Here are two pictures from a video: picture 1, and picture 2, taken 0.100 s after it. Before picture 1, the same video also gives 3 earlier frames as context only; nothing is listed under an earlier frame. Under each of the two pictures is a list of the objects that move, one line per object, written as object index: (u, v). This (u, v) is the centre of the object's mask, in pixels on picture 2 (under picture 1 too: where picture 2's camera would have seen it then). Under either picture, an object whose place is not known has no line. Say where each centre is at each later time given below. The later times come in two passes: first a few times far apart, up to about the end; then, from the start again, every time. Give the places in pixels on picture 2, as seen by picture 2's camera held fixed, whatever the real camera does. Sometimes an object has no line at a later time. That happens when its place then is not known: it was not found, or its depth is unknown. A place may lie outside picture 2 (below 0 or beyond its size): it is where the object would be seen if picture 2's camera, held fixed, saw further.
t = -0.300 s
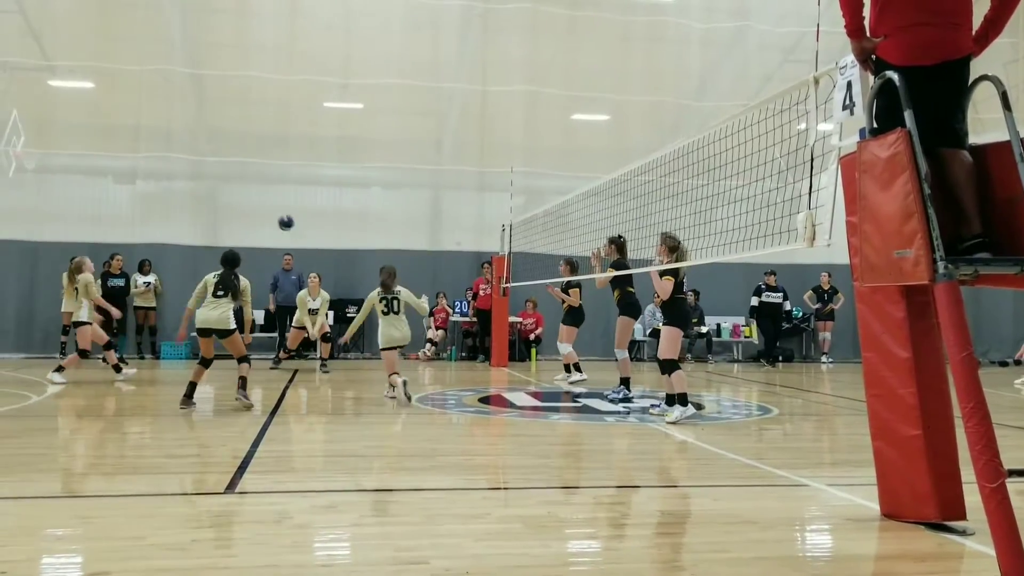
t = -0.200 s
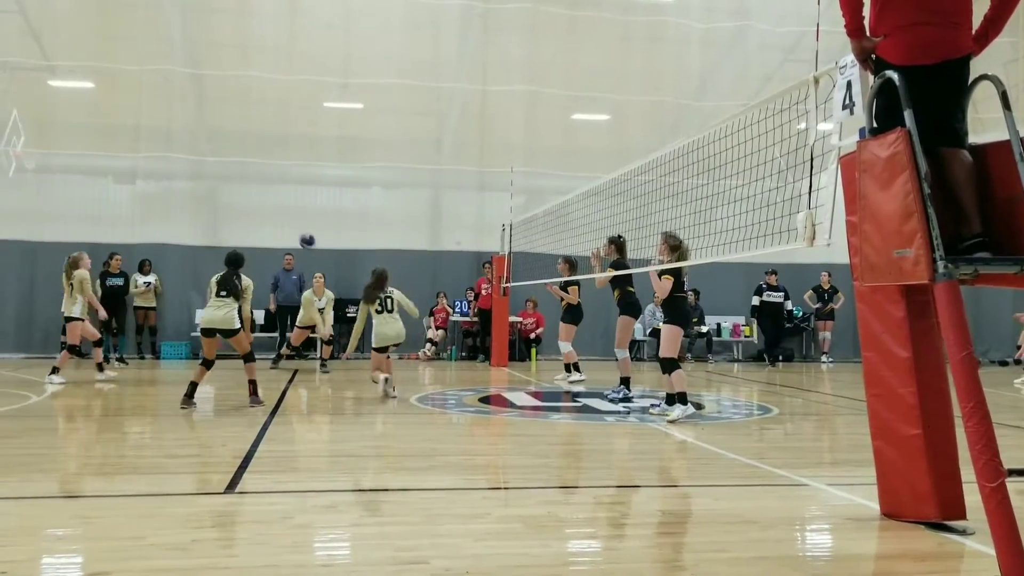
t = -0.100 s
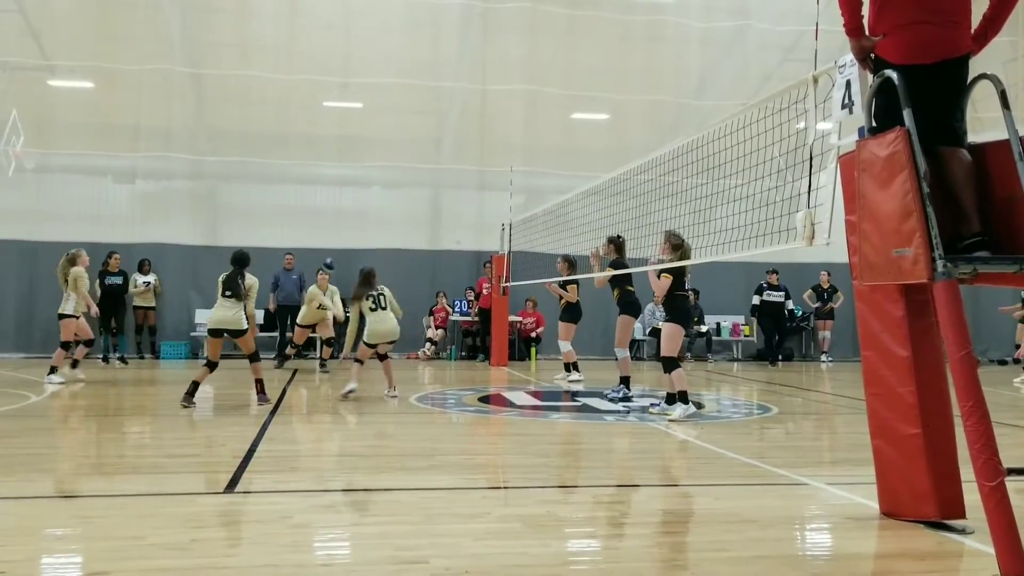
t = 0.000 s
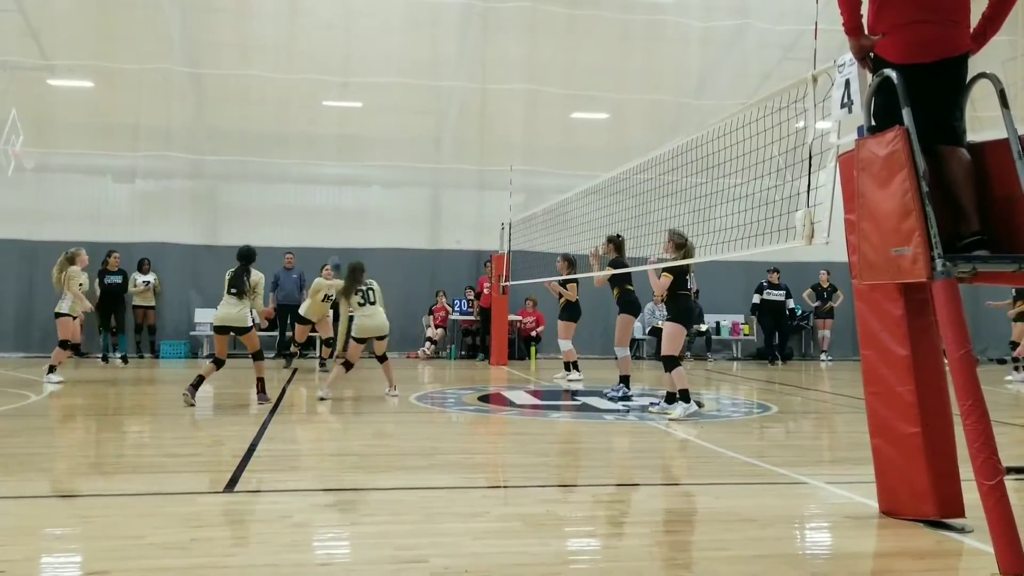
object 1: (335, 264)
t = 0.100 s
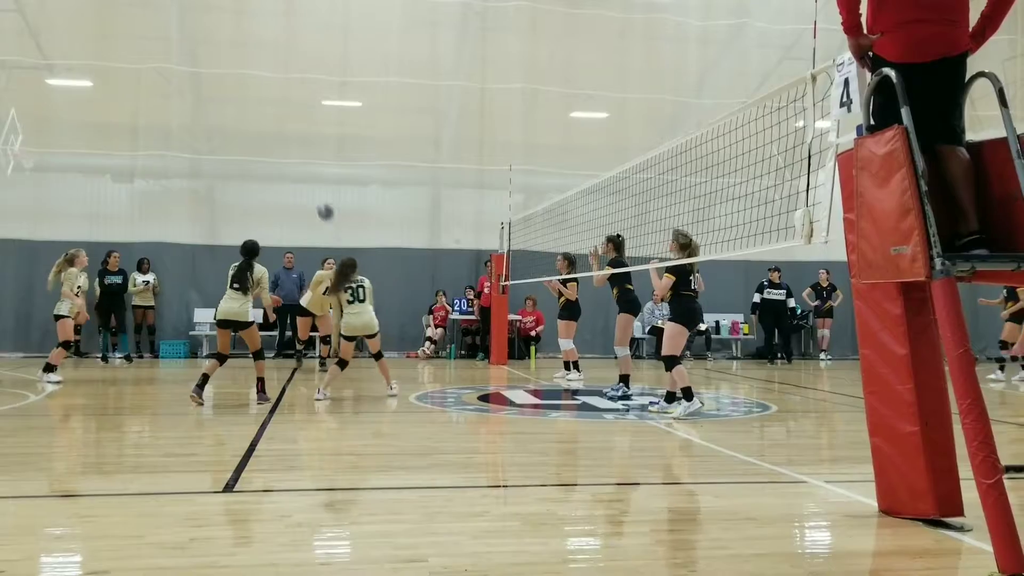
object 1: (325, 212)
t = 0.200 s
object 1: (315, 167)
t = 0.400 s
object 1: (292, 95)
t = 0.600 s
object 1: (269, 51)
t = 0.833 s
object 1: (239, 39)
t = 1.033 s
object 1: (212, 68)
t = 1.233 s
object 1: (183, 133)
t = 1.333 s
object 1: (169, 182)
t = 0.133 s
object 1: (322, 196)
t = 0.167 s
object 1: (318, 181)
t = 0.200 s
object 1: (315, 167)
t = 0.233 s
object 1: (311, 153)
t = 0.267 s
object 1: (307, 140)
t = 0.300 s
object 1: (304, 127)
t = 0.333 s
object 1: (300, 116)
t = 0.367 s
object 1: (296, 105)
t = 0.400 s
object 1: (292, 95)
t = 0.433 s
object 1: (288, 86)
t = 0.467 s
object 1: (284, 77)
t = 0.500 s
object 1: (281, 69)
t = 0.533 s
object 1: (277, 62)
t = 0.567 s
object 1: (273, 56)
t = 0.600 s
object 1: (269, 51)
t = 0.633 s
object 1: (265, 47)
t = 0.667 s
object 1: (261, 43)
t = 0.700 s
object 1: (257, 40)
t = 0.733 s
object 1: (252, 39)
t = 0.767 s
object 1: (248, 38)
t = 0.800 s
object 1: (244, 38)
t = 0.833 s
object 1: (239, 39)
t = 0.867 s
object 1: (235, 41)
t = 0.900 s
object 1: (230, 44)
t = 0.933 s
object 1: (226, 48)
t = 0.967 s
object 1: (221, 54)
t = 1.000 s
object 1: (217, 60)
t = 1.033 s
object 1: (212, 68)
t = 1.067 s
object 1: (207, 76)
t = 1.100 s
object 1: (202, 85)
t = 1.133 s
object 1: (197, 95)
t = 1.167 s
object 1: (193, 106)
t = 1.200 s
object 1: (189, 119)
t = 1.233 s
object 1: (183, 133)
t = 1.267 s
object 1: (178, 148)
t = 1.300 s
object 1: (173, 165)
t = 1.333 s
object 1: (169, 182)
